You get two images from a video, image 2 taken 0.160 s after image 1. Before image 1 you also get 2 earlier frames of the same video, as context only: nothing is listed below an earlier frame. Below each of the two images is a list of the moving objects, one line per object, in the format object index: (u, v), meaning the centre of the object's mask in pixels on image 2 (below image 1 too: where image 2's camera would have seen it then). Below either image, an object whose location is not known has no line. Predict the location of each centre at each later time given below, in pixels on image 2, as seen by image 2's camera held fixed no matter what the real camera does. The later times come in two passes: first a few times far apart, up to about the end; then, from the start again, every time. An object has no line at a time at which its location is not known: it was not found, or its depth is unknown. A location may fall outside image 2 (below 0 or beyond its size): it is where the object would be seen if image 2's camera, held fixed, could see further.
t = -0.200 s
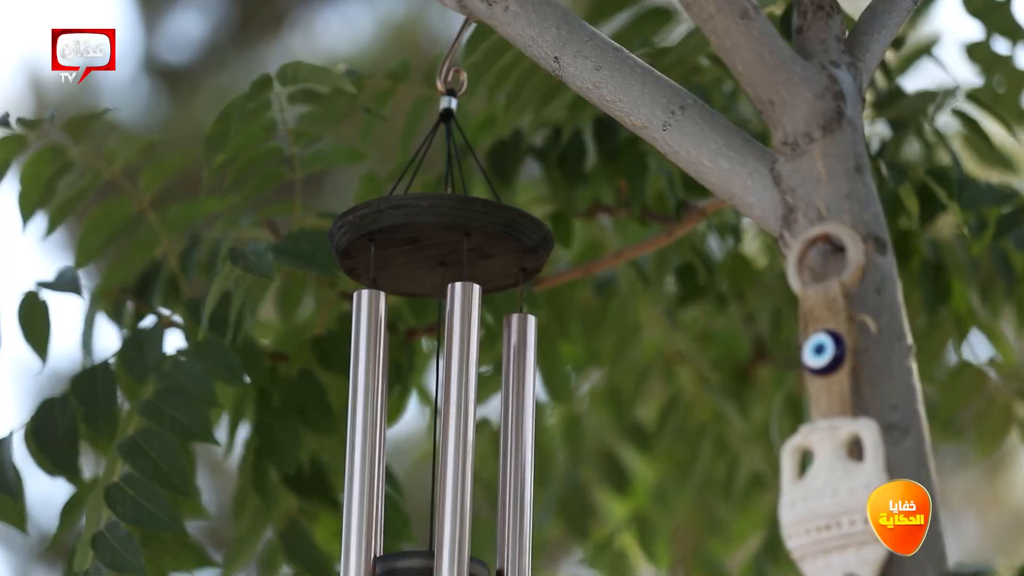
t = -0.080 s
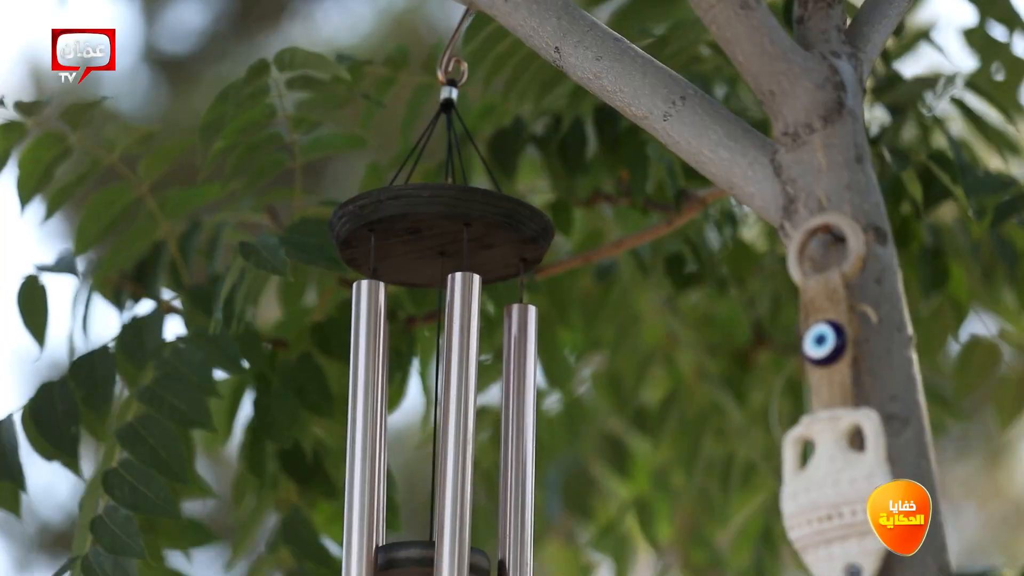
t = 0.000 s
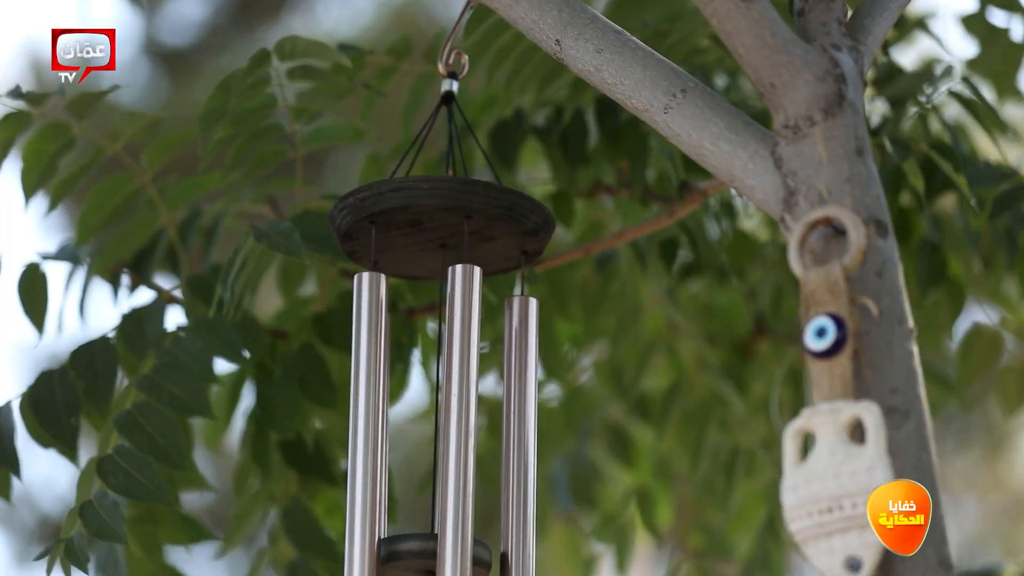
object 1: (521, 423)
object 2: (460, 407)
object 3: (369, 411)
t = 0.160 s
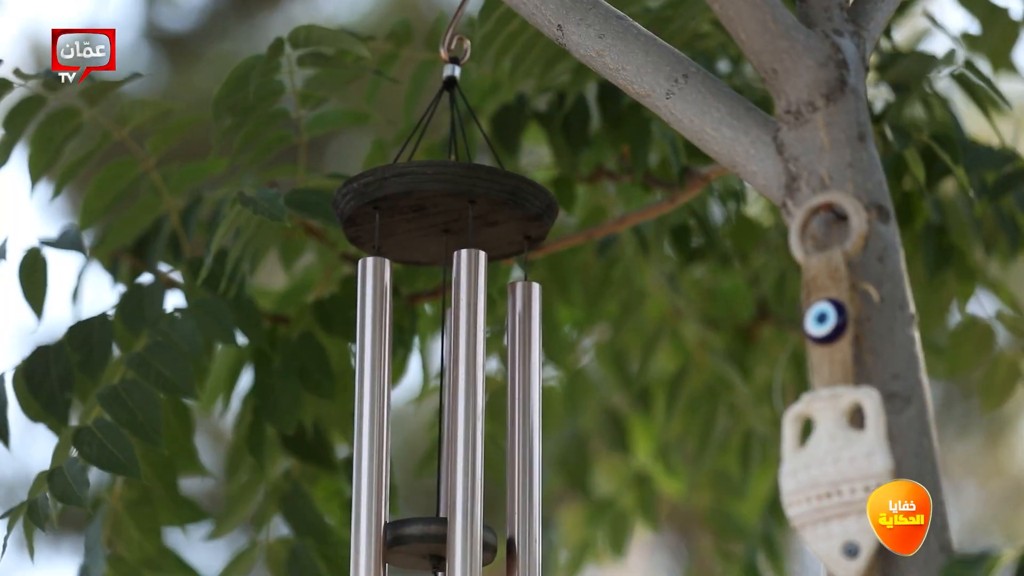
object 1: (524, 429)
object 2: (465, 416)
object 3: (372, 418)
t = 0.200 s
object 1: (526, 431)
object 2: (469, 416)
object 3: (373, 419)
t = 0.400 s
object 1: (528, 440)
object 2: (475, 425)
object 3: (374, 431)
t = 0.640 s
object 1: (526, 447)
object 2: (473, 431)
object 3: (374, 436)
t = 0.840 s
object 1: (523, 453)
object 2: (466, 435)
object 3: (371, 442)
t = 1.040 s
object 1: (524, 461)
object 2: (461, 446)
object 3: (369, 452)
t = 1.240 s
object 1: (525, 469)
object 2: (462, 453)
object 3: (368, 459)
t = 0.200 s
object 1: (526, 431)
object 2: (469, 416)
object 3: (373, 419)
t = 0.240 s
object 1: (526, 433)
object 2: (470, 417)
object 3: (373, 421)
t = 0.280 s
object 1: (526, 435)
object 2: (471, 419)
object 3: (373, 424)
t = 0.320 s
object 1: (527, 437)
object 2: (473, 421)
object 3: (374, 427)
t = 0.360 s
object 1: (528, 439)
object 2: (473, 424)
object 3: (374, 430)
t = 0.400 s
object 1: (528, 440)
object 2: (475, 425)
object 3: (374, 431)
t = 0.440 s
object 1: (527, 441)
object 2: (475, 426)
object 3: (374, 432)
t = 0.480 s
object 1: (528, 442)
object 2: (476, 427)
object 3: (374, 433)
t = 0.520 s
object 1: (528, 444)
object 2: (476, 428)
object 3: (374, 434)
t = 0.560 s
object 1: (527, 445)
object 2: (475, 429)
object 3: (374, 435)
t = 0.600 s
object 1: (526, 446)
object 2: (474, 431)
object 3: (374, 435)
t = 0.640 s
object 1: (526, 447)
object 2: (473, 431)
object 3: (374, 436)
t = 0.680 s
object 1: (525, 448)
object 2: (472, 433)
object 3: (374, 436)
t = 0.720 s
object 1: (525, 449)
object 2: (471, 434)
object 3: (373, 437)
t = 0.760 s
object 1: (524, 450)
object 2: (469, 433)
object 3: (372, 437)
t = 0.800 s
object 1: (523, 452)
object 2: (468, 434)
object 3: (372, 439)
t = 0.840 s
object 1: (523, 453)
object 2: (466, 435)
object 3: (371, 442)
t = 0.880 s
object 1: (524, 454)
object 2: (465, 437)
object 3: (371, 443)
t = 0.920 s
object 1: (523, 455)
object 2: (463, 439)
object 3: (370, 444)
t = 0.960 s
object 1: (524, 457)
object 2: (462, 441)
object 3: (370, 447)
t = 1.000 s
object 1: (523, 459)
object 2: (461, 443)
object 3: (369, 449)
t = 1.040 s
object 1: (524, 461)
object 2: (461, 446)
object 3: (369, 452)
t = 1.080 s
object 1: (524, 462)
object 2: (461, 447)
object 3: (369, 452)
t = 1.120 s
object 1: (524, 464)
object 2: (461, 450)
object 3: (369, 455)
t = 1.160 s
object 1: (525, 465)
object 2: (461, 450)
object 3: (369, 456)
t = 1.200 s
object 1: (525, 467)
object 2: (461, 452)
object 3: (368, 458)
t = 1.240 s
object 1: (525, 469)
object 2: (462, 453)
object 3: (368, 459)
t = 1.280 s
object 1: (525, 471)
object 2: (463, 455)
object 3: (368, 461)
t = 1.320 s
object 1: (525, 472)
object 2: (464, 455)
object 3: (368, 461)
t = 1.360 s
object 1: (524, 475)
